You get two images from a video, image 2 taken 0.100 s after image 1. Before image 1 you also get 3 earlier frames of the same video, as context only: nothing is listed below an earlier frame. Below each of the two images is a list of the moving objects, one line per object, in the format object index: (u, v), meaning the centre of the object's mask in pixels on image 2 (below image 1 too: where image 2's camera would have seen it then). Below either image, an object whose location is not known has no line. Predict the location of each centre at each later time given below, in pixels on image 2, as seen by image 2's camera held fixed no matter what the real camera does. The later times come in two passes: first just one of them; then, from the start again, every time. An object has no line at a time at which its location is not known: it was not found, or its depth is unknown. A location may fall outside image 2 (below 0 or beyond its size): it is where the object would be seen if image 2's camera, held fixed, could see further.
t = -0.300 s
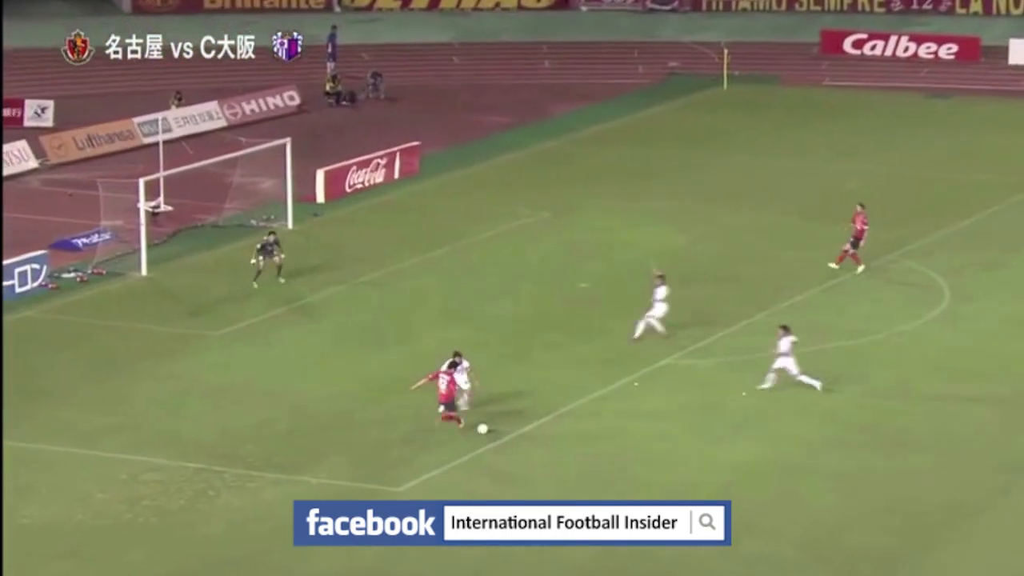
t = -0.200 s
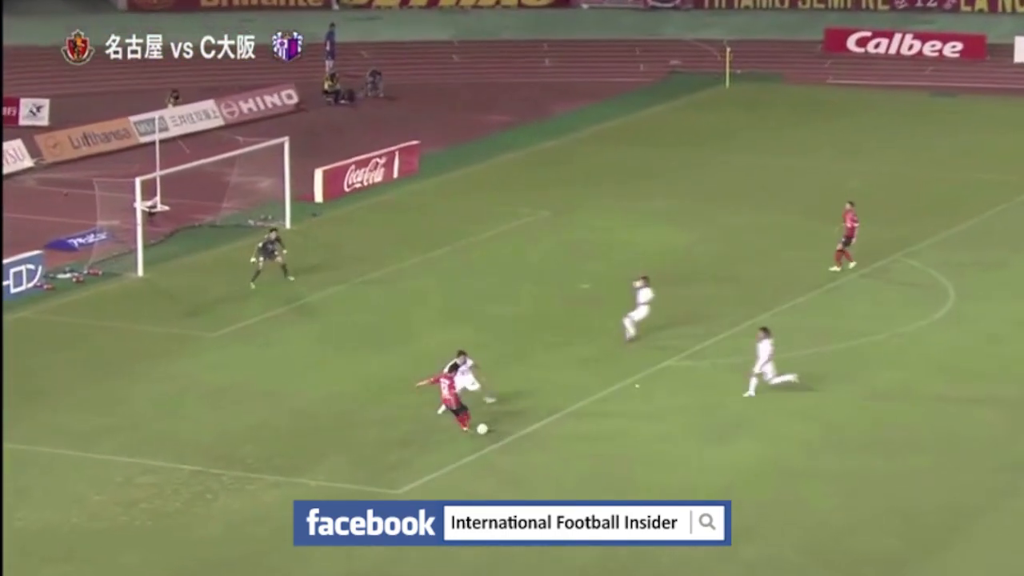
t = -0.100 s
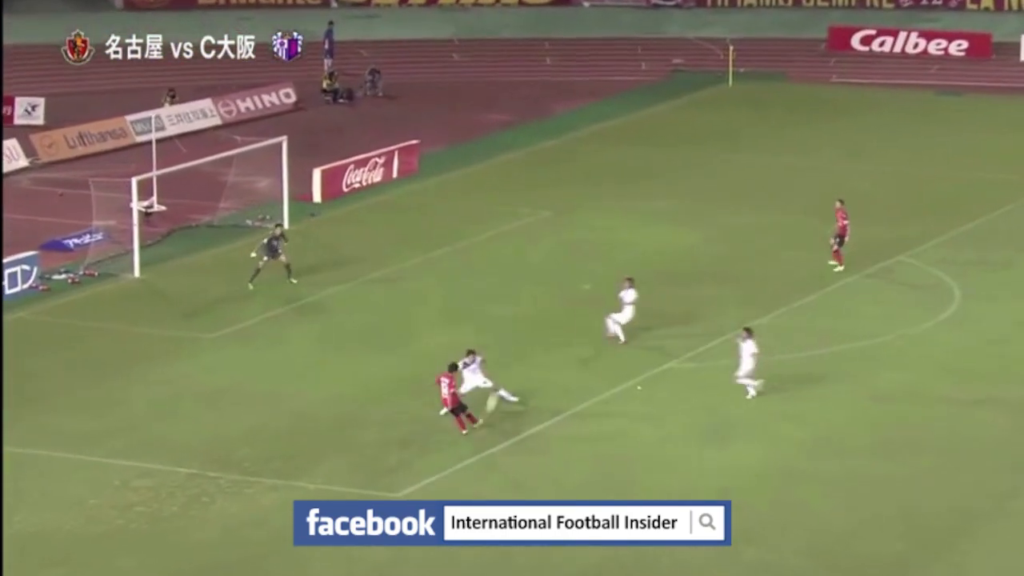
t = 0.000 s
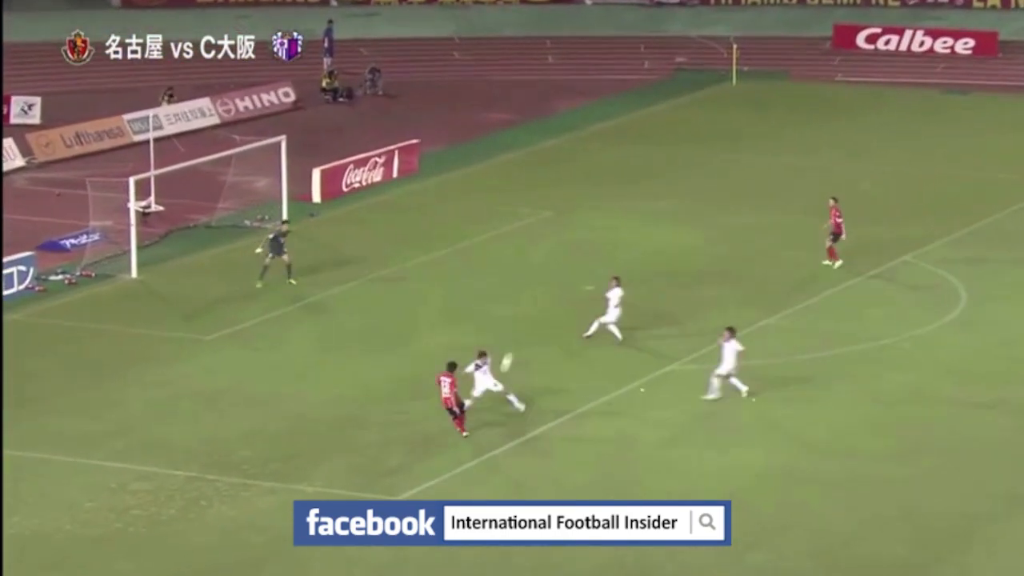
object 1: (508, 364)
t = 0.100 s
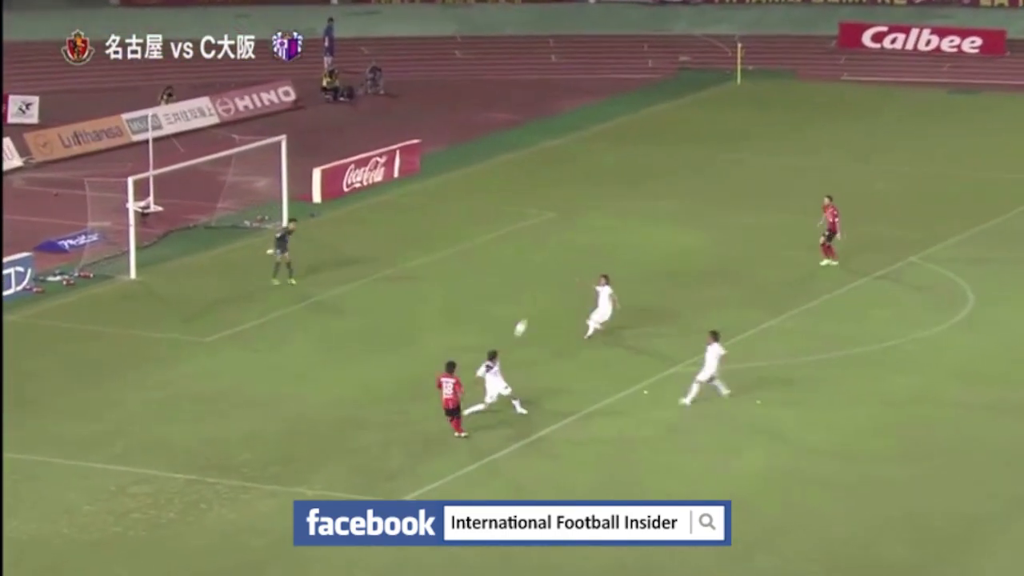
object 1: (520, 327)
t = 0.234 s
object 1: (535, 288)
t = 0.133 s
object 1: (524, 317)
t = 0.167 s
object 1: (528, 306)
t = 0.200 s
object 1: (532, 297)
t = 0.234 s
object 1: (535, 288)
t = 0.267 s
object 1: (538, 280)
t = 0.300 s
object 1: (541, 272)
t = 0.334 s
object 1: (544, 265)
